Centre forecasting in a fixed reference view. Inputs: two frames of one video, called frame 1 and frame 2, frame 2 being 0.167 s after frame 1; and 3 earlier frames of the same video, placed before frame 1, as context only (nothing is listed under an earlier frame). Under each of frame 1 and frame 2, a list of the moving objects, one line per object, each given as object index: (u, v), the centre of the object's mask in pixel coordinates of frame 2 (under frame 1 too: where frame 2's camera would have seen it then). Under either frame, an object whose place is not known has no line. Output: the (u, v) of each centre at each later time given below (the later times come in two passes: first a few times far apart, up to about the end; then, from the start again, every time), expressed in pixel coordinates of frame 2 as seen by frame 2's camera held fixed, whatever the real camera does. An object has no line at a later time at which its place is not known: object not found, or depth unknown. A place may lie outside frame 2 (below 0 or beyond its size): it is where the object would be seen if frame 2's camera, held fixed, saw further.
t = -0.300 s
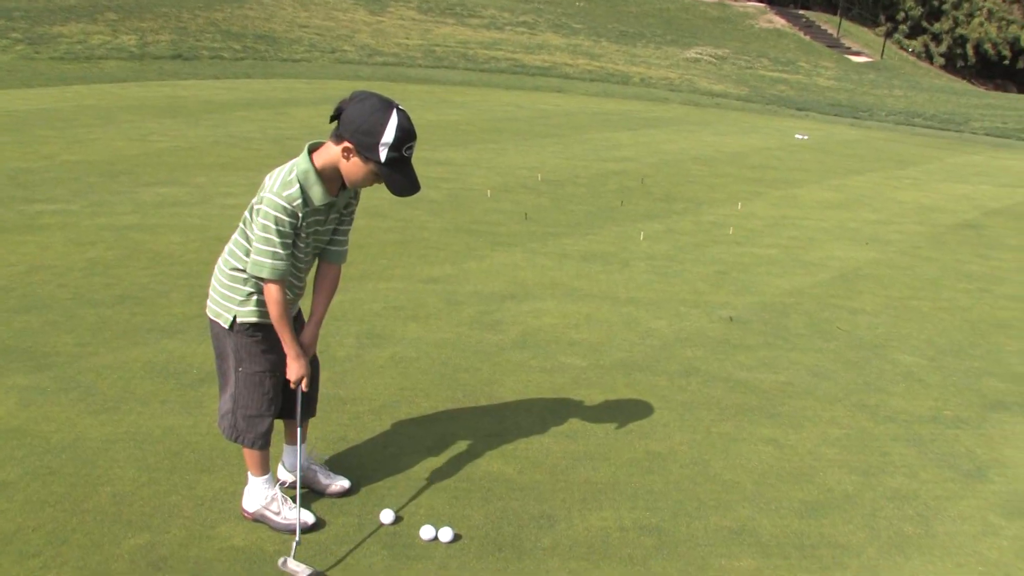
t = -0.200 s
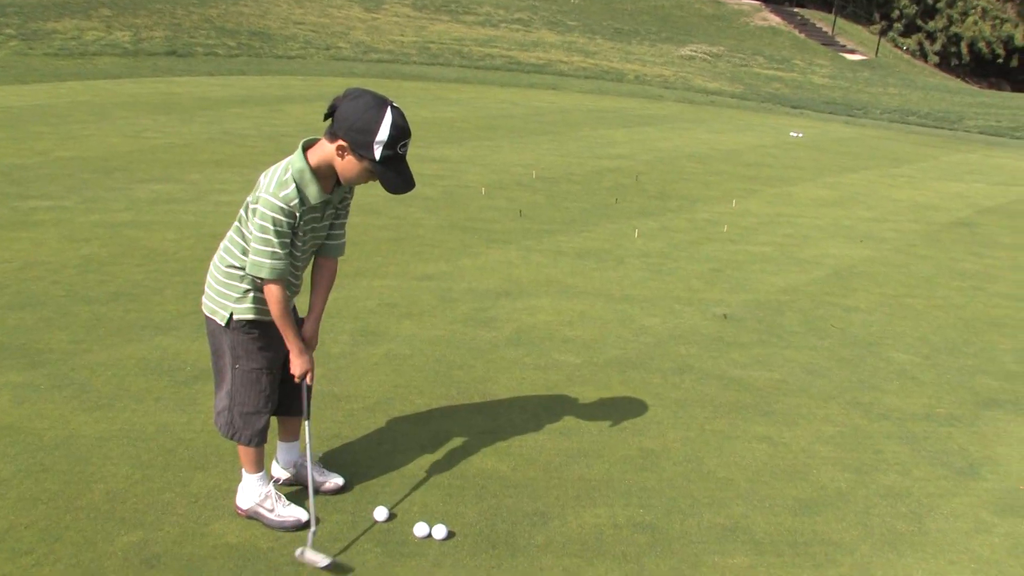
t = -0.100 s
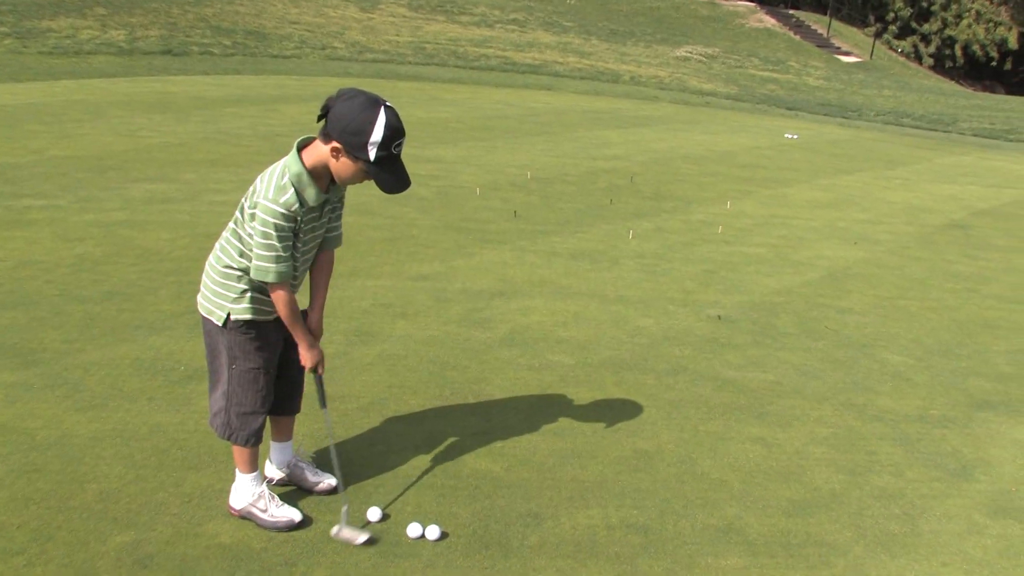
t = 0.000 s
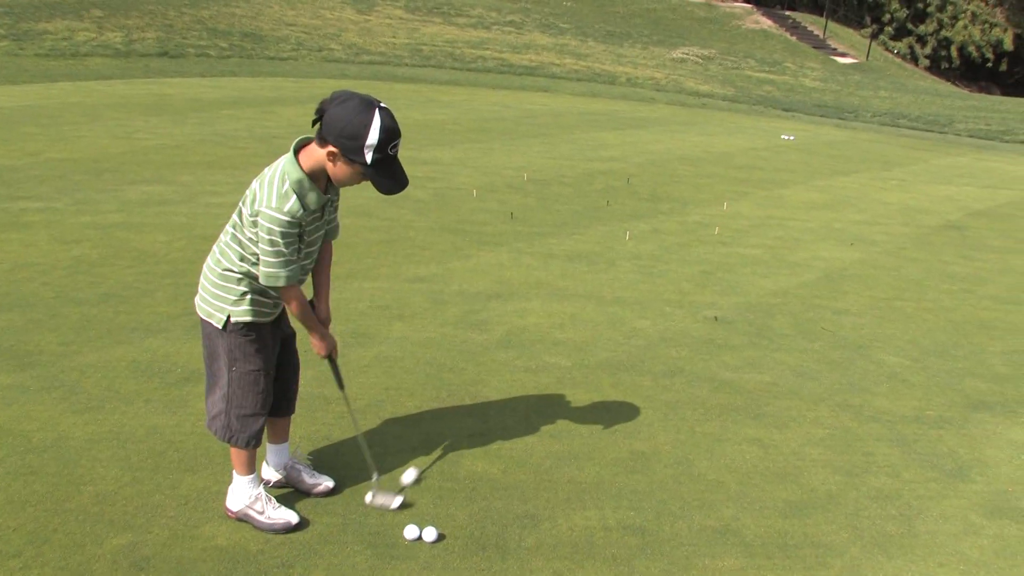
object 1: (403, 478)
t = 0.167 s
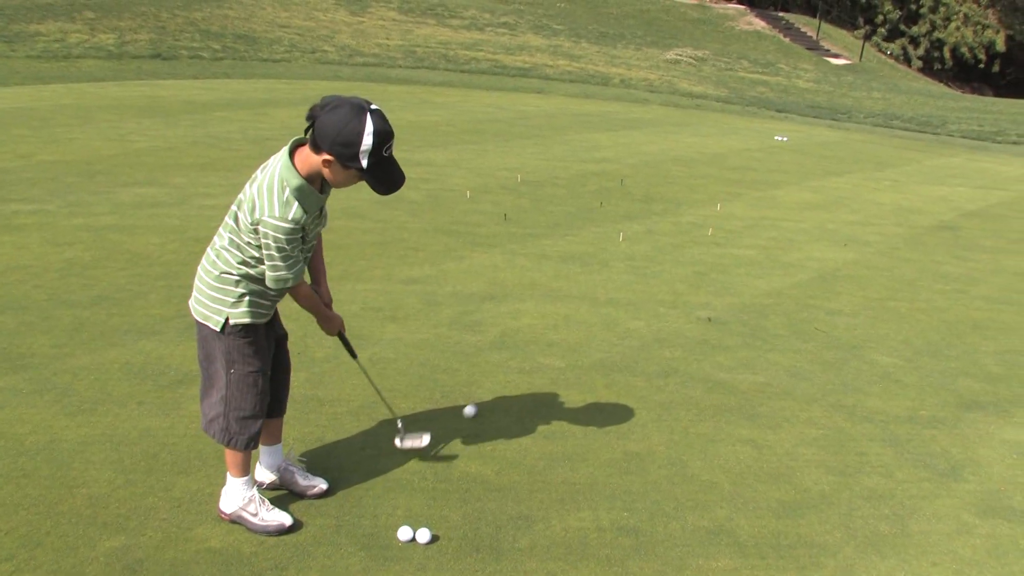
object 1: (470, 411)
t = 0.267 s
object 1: (496, 383)
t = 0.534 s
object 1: (544, 334)
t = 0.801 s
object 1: (576, 299)
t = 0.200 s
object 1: (479, 400)
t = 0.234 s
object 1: (487, 393)
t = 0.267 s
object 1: (496, 383)
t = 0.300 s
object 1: (503, 377)
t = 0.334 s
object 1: (509, 368)
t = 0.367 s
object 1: (516, 362)
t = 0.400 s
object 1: (522, 356)
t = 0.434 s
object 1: (527, 350)
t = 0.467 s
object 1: (533, 344)
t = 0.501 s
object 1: (539, 339)
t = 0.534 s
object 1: (544, 334)
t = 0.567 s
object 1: (548, 328)
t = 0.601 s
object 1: (553, 324)
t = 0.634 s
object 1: (557, 319)
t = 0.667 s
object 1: (562, 315)
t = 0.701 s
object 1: (565, 311)
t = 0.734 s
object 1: (569, 307)
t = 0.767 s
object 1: (573, 303)
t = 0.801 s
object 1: (576, 299)
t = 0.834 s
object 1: (579, 296)
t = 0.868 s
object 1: (583, 293)
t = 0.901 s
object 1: (586, 290)
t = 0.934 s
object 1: (589, 287)
